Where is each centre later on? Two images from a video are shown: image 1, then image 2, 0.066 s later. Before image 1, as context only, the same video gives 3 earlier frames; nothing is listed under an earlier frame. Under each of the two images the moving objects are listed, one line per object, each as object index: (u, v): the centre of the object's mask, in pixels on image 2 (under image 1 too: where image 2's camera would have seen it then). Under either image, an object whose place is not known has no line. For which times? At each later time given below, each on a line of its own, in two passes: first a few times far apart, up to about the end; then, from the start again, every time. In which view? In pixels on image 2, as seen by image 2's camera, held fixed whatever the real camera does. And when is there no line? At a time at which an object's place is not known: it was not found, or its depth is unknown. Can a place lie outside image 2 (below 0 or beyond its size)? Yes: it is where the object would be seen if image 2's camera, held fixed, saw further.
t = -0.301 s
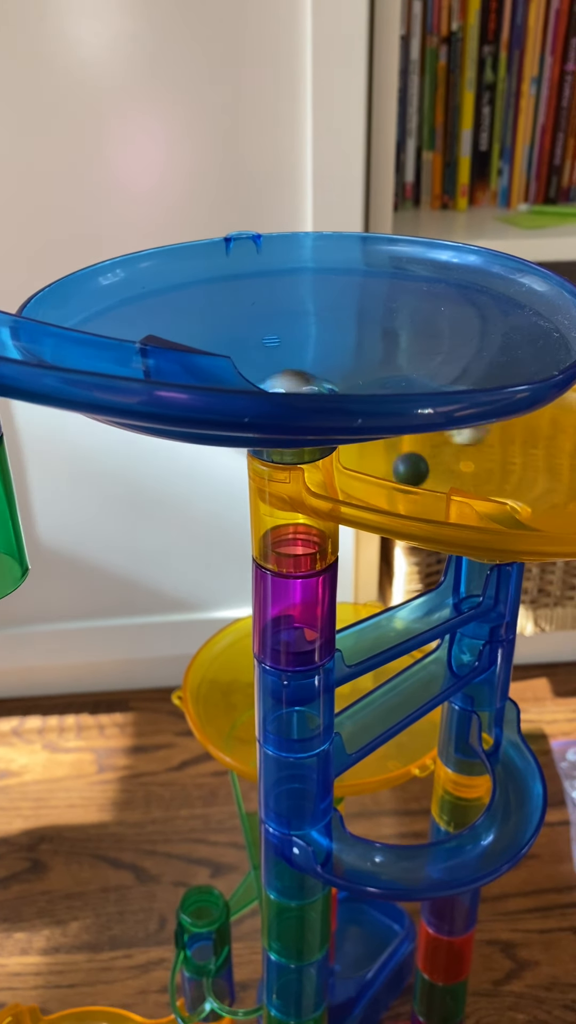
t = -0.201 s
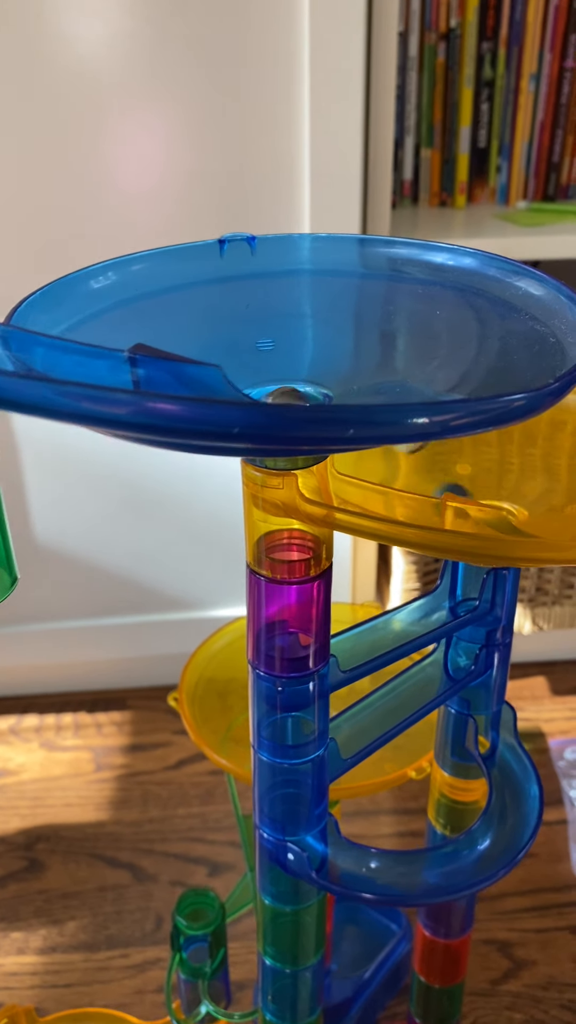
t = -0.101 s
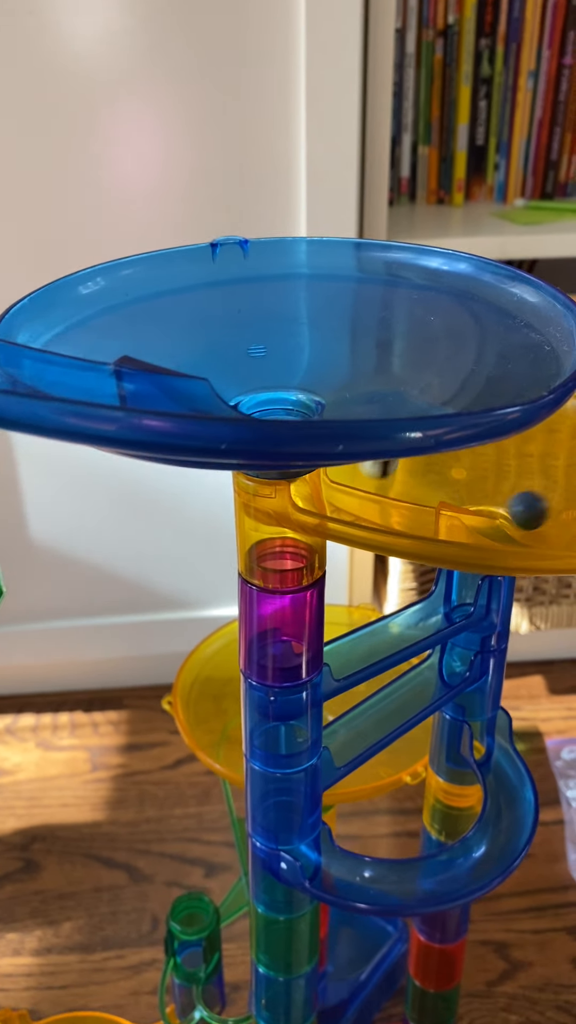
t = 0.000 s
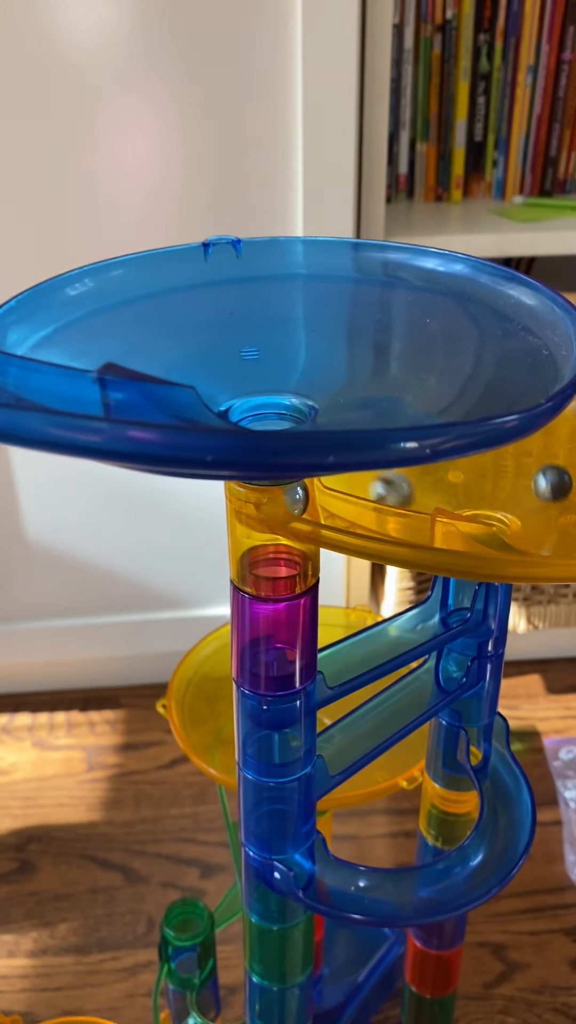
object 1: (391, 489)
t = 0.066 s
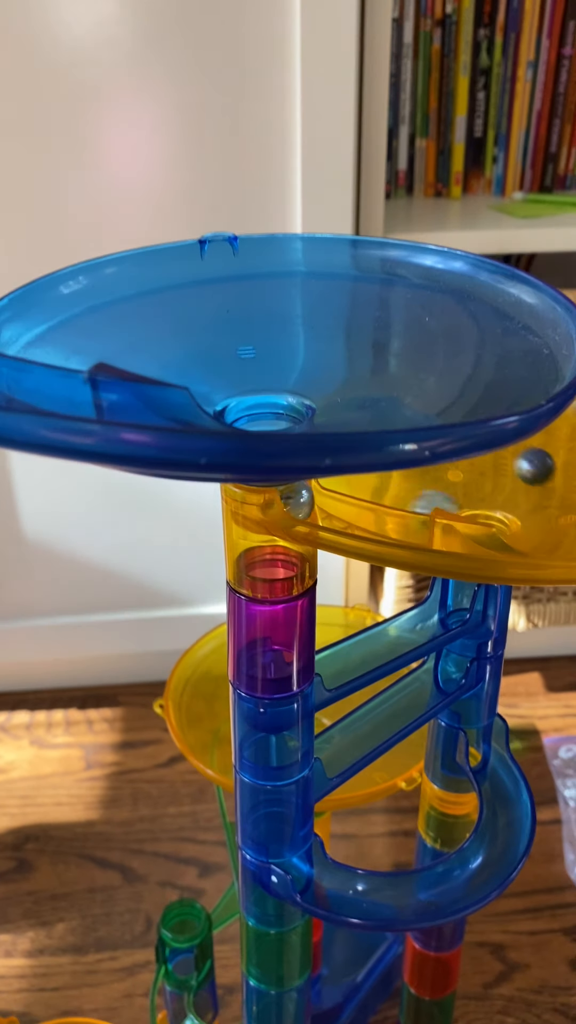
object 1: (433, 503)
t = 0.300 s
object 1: (563, 470)
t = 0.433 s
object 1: (514, 447)
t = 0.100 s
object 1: (465, 508)
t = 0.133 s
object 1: (497, 516)
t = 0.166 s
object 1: (524, 517)
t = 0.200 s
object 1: (548, 508)
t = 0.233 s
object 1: (558, 495)
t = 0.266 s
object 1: (563, 483)
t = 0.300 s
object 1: (563, 470)
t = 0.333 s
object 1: (559, 459)
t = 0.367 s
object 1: (547, 450)
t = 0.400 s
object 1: (532, 446)
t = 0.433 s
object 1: (514, 447)
